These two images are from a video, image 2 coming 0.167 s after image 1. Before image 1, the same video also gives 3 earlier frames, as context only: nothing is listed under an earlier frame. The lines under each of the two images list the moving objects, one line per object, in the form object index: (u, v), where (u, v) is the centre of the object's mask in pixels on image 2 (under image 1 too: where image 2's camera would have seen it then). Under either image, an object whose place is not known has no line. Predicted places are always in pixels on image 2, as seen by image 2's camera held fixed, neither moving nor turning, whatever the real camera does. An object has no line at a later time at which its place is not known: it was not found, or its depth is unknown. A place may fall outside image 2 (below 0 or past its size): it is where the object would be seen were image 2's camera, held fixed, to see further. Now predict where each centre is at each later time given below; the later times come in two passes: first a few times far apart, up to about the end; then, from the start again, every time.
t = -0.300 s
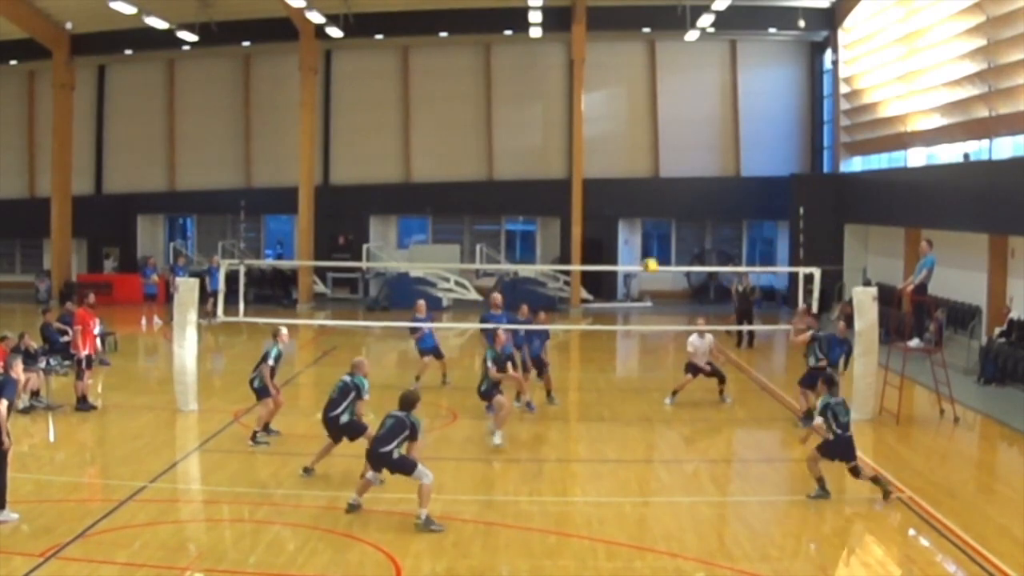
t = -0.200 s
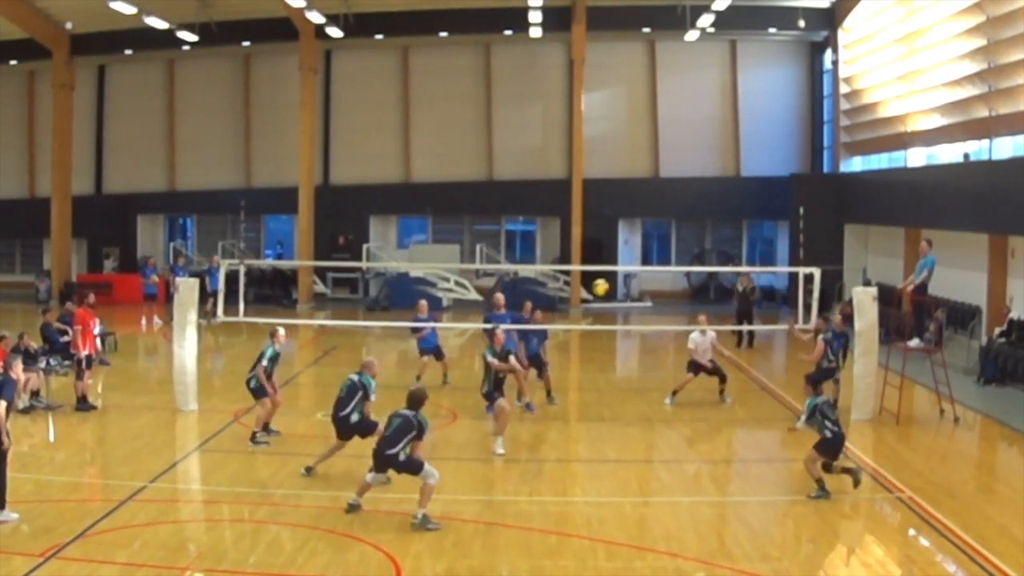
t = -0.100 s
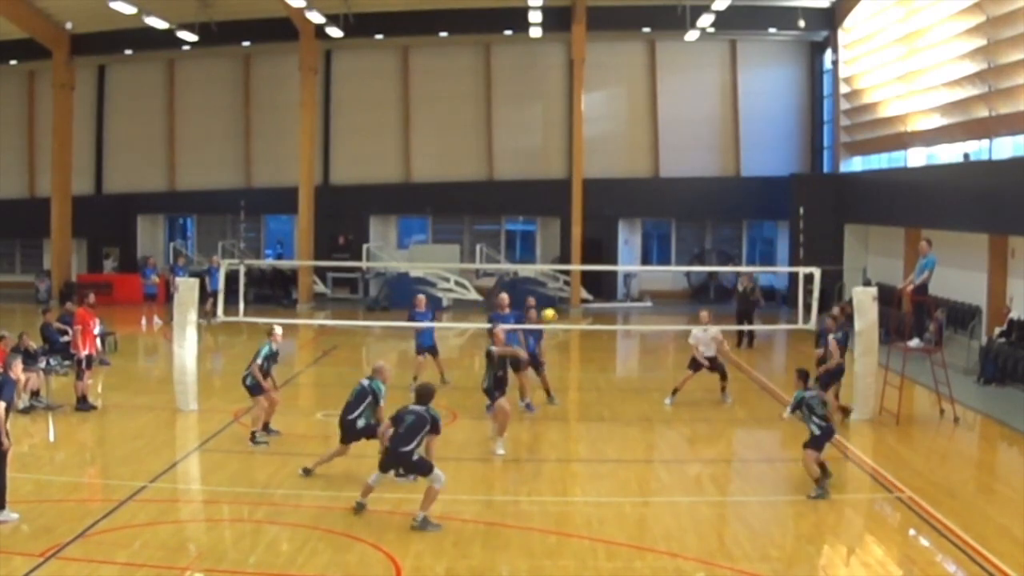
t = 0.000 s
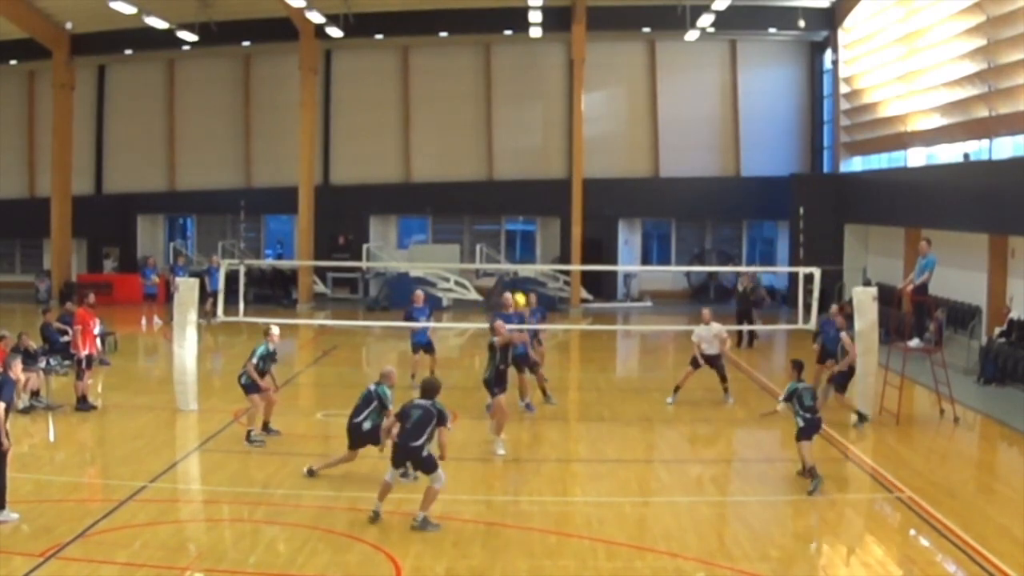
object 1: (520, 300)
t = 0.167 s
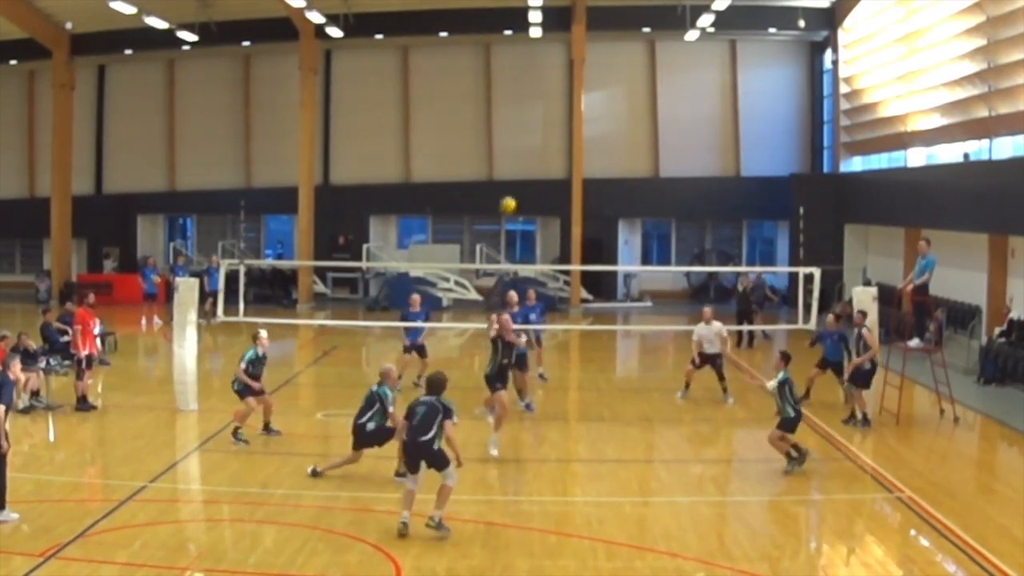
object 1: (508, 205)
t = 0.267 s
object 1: (502, 156)
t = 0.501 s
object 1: (486, 76)
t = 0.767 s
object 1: (465, 36)
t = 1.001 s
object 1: (447, 44)
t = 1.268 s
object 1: (427, 104)
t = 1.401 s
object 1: (416, 156)
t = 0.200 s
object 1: (505, 189)
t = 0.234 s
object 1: (504, 172)
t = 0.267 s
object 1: (502, 156)
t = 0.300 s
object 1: (499, 143)
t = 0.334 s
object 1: (497, 130)
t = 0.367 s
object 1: (494, 117)
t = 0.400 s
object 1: (493, 106)
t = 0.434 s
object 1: (491, 94)
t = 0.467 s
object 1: (488, 85)
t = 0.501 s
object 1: (486, 76)
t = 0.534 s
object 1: (484, 69)
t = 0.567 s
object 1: (481, 61)
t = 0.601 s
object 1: (478, 55)
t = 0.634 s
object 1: (476, 49)
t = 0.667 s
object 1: (474, 45)
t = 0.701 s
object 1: (472, 39)
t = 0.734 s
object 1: (468, 38)
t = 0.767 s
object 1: (465, 36)
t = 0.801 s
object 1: (464, 35)
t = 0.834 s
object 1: (461, 34)
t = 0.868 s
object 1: (458, 35)
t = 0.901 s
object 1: (456, 35)
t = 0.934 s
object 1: (454, 37)
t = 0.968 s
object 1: (451, 40)
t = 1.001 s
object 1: (447, 44)
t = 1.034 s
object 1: (445, 49)
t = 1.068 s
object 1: (443, 54)
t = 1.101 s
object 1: (440, 60)
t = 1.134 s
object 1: (437, 68)
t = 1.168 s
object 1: (435, 75)
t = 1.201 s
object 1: (432, 85)
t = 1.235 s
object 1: (430, 93)
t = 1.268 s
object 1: (427, 104)
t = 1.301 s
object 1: (424, 117)
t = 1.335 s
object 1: (421, 129)
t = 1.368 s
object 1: (418, 141)
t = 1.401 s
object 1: (416, 156)
